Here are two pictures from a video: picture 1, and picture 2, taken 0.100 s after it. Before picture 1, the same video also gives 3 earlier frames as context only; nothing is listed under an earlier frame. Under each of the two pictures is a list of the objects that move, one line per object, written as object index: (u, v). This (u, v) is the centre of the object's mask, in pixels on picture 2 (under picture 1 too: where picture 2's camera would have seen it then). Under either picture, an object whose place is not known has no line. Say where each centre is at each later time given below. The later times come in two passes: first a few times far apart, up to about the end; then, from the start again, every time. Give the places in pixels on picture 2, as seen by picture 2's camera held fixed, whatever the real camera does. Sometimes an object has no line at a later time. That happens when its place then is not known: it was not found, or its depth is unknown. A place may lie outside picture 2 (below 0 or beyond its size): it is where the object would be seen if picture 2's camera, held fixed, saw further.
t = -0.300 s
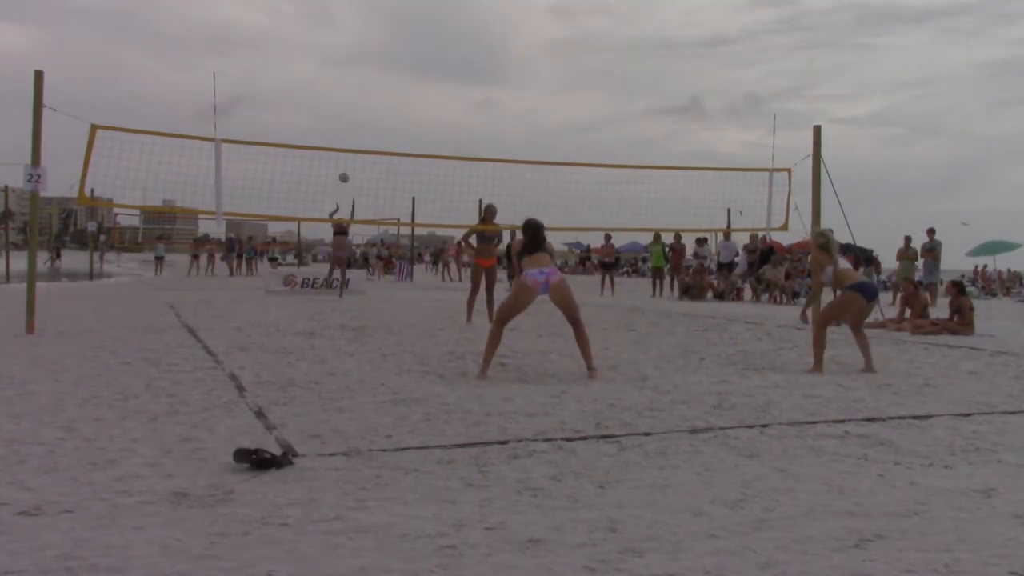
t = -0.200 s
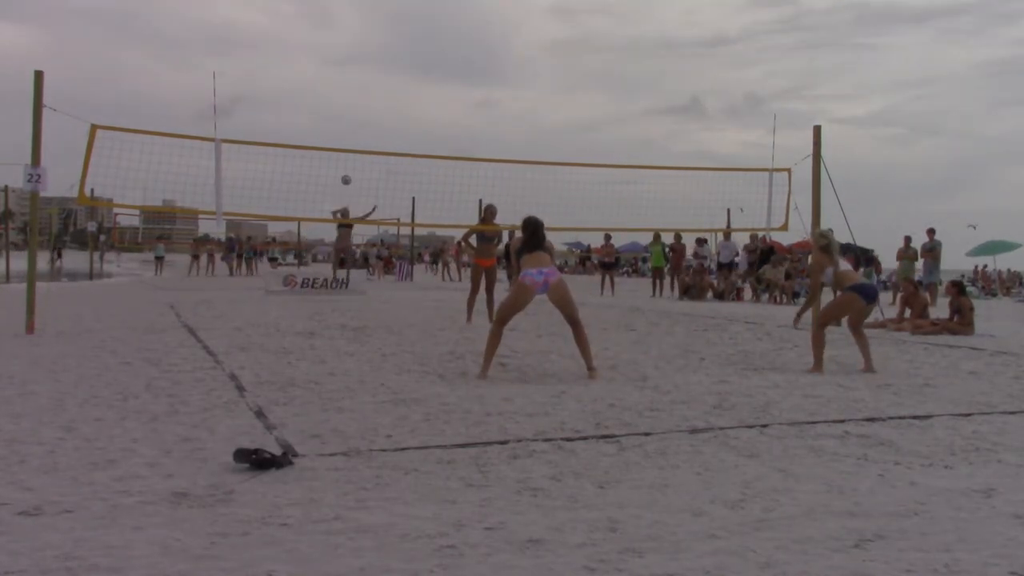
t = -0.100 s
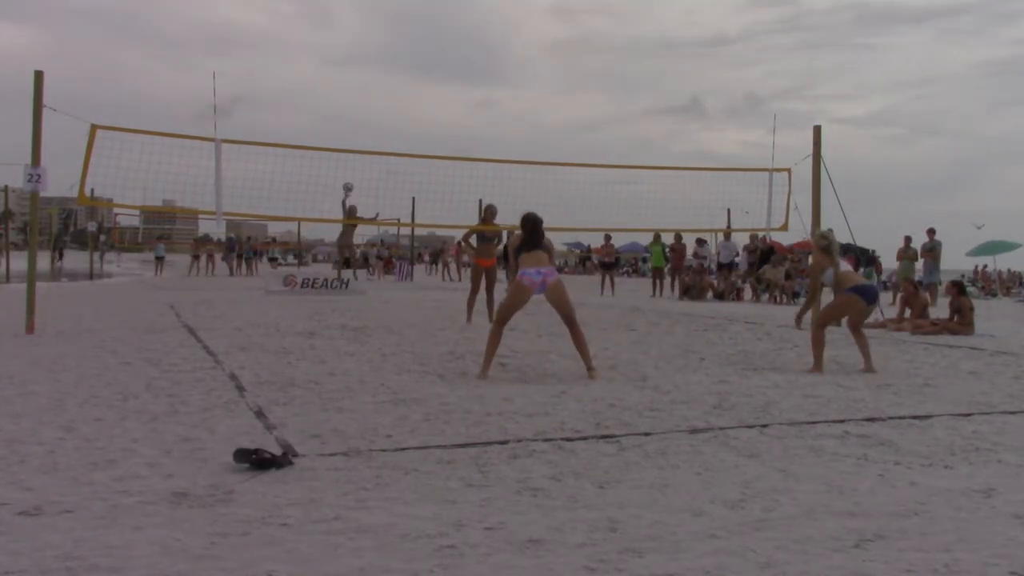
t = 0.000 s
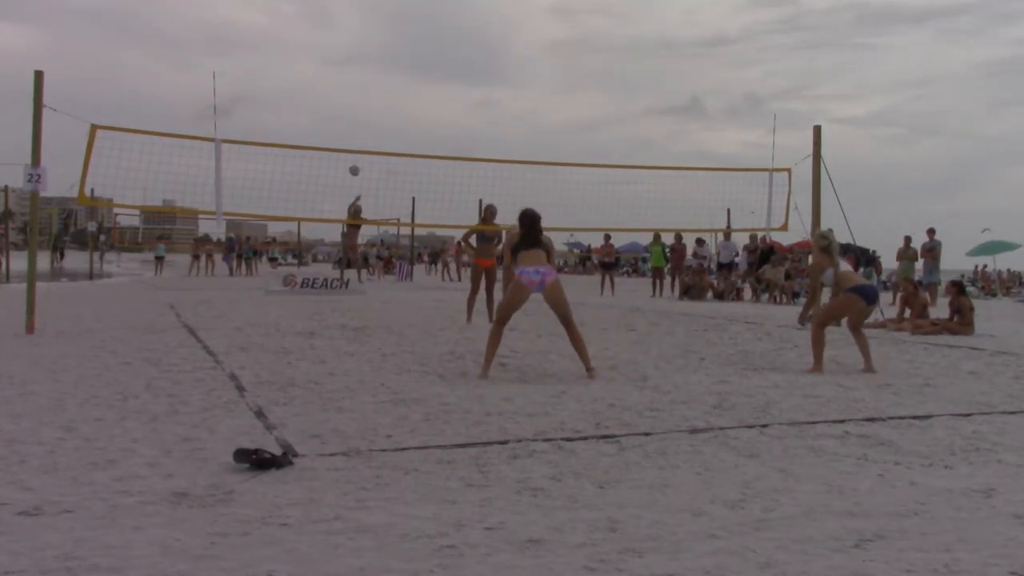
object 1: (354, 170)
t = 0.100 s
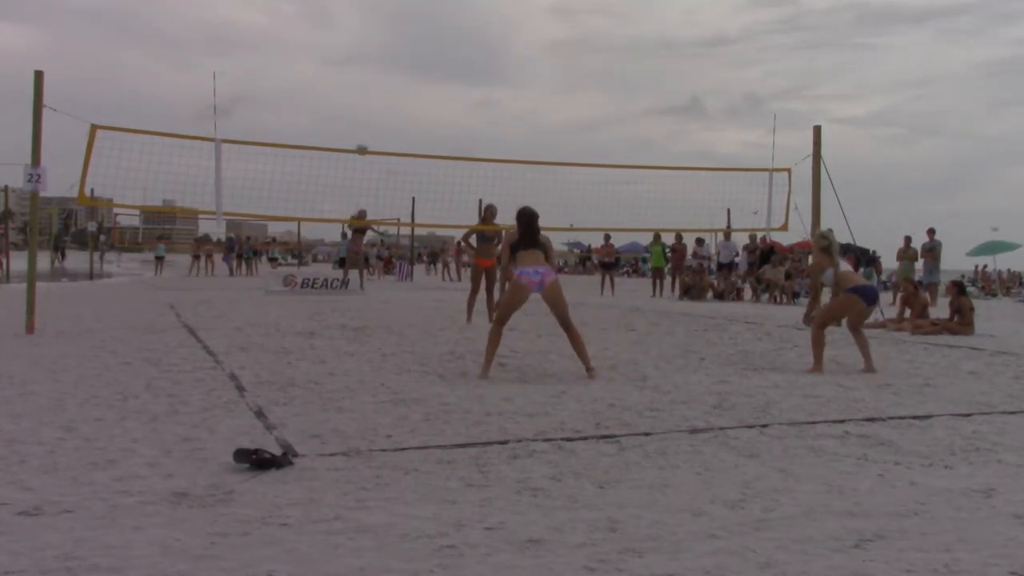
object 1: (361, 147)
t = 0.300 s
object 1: (373, 117)
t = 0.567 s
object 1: (388, 99)
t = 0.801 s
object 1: (406, 125)
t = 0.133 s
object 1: (364, 143)
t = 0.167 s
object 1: (365, 137)
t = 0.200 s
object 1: (367, 131)
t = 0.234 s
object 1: (369, 126)
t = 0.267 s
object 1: (372, 121)
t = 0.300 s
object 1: (373, 117)
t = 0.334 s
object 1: (375, 112)
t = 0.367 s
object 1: (377, 108)
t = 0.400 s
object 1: (379, 105)
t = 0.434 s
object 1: (381, 103)
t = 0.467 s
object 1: (382, 101)
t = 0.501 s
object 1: (384, 99)
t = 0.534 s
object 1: (386, 99)
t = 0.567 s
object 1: (388, 99)
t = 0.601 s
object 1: (390, 100)
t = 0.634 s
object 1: (392, 101)
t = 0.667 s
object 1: (395, 104)
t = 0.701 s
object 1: (397, 108)
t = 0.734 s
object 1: (400, 113)
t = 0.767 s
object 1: (403, 118)
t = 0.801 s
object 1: (406, 125)
